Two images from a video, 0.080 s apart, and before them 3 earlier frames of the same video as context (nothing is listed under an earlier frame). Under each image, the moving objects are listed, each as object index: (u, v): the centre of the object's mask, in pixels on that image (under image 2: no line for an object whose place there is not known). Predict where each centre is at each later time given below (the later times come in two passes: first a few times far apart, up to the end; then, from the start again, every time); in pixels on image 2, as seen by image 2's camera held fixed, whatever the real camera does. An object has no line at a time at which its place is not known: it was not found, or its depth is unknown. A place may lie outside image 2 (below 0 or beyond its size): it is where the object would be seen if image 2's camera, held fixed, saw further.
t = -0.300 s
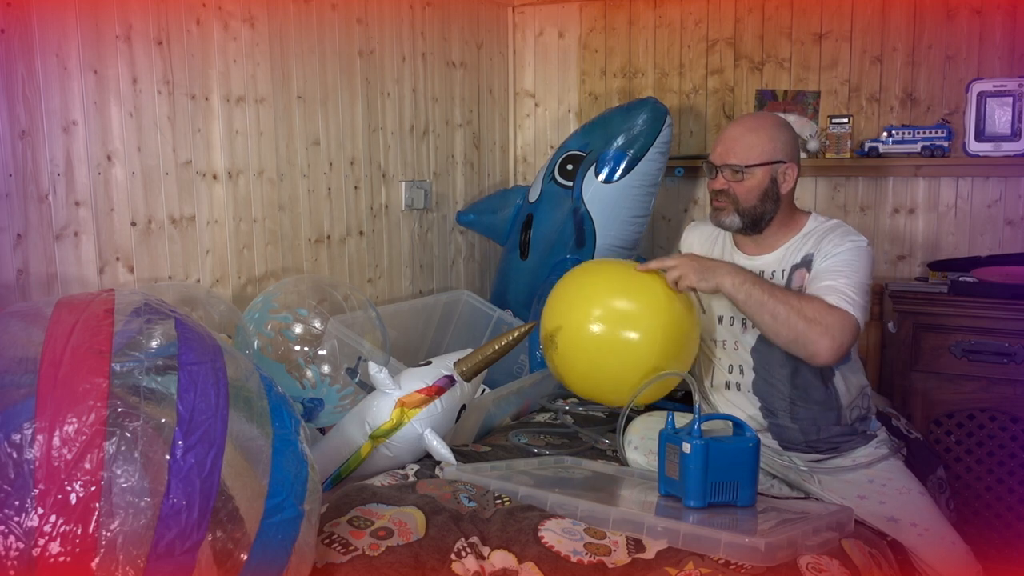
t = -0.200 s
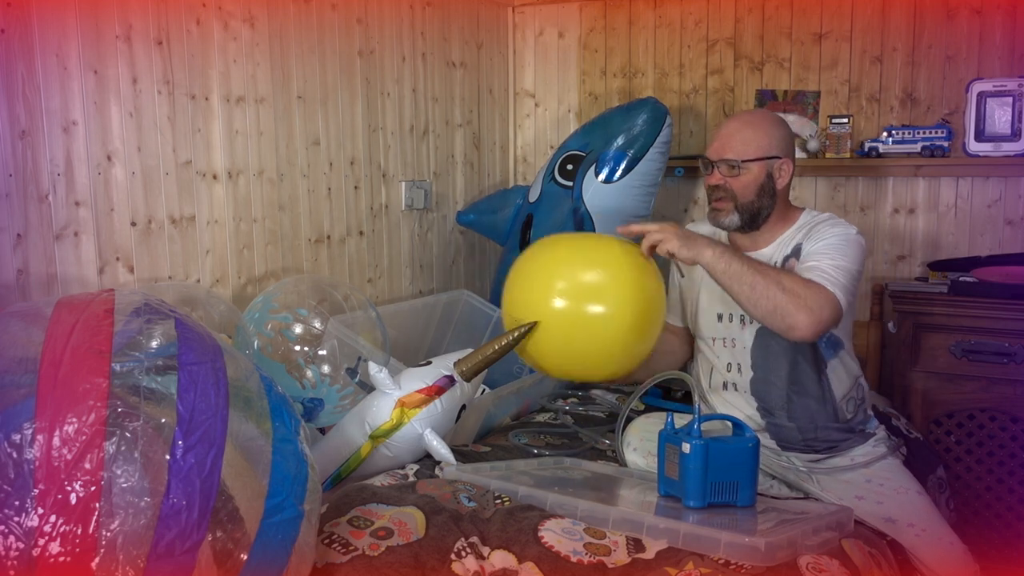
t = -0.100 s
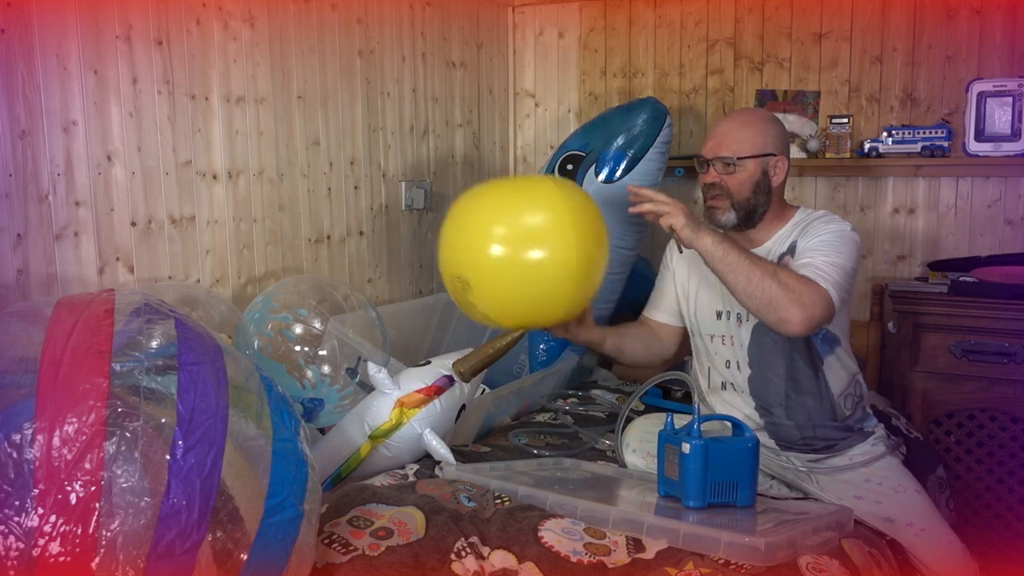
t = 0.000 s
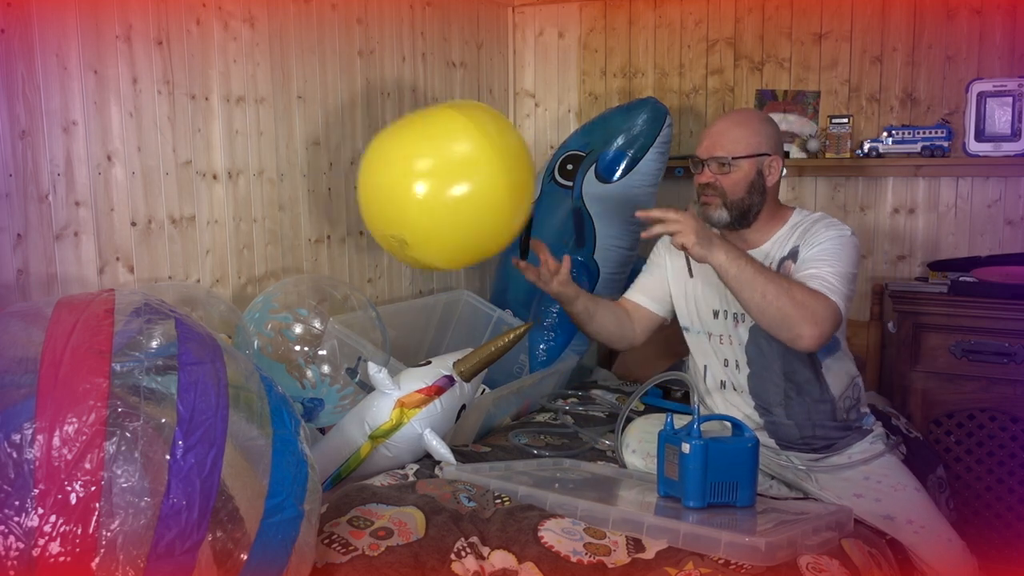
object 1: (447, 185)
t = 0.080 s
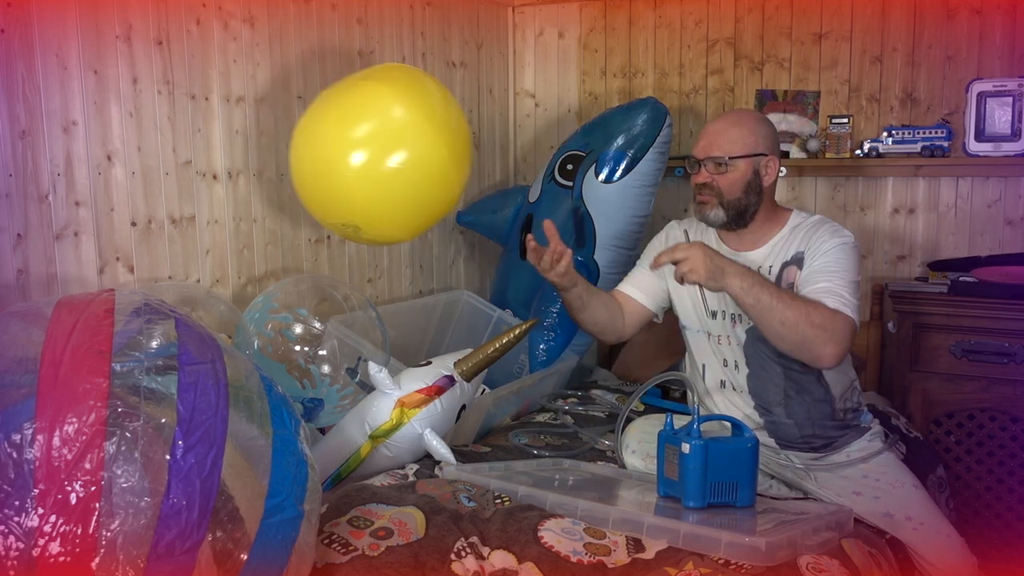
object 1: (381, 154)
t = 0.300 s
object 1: (197, 187)
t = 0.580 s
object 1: (76, 212)
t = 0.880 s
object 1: (60, 206)
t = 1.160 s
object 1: (57, 209)
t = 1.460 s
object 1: (58, 210)
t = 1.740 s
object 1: (59, 210)
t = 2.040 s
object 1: (60, 211)
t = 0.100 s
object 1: (365, 150)
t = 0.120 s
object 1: (349, 147)
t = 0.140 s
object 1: (332, 145)
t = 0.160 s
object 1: (315, 145)
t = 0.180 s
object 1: (299, 147)
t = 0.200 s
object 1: (282, 149)
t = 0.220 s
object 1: (265, 154)
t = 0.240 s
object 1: (248, 159)
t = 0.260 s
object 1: (231, 167)
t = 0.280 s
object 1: (214, 176)
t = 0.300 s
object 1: (197, 187)
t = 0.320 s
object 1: (181, 199)
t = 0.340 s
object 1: (167, 205)
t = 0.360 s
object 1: (154, 207)
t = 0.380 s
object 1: (140, 208)
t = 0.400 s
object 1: (126, 208)
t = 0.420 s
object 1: (111, 207)
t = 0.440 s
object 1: (101, 206)
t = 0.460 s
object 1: (96, 205)
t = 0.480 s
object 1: (92, 205)
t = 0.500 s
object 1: (89, 206)
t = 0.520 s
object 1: (85, 207)
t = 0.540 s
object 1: (82, 209)
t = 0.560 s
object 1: (78, 211)
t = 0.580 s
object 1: (76, 212)
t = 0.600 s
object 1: (73, 213)
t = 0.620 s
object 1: (70, 214)
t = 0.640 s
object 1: (67, 214)
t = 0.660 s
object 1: (64, 213)
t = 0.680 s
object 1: (63, 212)
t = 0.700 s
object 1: (62, 212)
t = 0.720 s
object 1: (61, 210)
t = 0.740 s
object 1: (62, 208)
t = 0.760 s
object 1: (62, 207)
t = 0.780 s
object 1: (62, 206)
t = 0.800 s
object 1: (62, 206)
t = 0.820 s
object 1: (61, 206)
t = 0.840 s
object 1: (61, 206)
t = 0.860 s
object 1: (61, 206)
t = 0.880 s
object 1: (60, 206)
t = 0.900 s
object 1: (60, 206)
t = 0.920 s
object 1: (60, 206)
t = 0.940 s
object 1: (59, 207)
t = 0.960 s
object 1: (59, 207)
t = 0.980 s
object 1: (58, 207)
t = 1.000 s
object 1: (57, 207)
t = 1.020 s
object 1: (57, 208)
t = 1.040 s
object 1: (56, 208)
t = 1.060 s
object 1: (57, 208)
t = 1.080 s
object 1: (57, 209)
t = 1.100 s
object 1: (57, 209)
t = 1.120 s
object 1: (57, 209)
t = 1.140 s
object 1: (57, 209)
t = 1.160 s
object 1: (57, 209)
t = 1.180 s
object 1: (57, 209)
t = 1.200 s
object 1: (57, 209)
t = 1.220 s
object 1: (57, 209)
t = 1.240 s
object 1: (57, 210)
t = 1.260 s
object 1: (57, 209)
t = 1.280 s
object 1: (57, 210)
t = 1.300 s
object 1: (57, 210)
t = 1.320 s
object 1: (58, 210)
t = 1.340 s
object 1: (58, 210)
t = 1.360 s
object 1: (58, 210)
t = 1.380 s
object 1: (58, 210)
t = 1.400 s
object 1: (58, 210)
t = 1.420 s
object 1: (58, 210)
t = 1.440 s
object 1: (58, 210)
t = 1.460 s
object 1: (58, 210)
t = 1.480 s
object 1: (58, 210)
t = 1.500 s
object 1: (58, 210)
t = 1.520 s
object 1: (58, 210)
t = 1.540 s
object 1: (58, 210)
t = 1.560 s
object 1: (59, 210)
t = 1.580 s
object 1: (58, 210)
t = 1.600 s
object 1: (58, 210)
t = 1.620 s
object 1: (59, 210)
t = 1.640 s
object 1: (59, 210)
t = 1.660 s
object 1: (59, 210)
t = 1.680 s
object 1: (59, 210)
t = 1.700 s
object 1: (59, 210)
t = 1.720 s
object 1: (59, 210)
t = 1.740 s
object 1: (59, 210)
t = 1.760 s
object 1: (59, 210)
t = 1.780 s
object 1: (59, 210)
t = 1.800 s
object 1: (59, 210)
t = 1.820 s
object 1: (59, 210)
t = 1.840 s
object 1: (59, 210)
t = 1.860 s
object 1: (59, 210)
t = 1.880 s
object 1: (60, 210)
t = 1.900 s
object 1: (60, 210)
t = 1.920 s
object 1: (60, 211)
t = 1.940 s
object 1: (60, 211)
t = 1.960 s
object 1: (60, 211)
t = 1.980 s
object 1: (60, 211)
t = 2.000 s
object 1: (60, 211)
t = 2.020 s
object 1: (60, 211)
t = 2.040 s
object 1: (60, 211)
